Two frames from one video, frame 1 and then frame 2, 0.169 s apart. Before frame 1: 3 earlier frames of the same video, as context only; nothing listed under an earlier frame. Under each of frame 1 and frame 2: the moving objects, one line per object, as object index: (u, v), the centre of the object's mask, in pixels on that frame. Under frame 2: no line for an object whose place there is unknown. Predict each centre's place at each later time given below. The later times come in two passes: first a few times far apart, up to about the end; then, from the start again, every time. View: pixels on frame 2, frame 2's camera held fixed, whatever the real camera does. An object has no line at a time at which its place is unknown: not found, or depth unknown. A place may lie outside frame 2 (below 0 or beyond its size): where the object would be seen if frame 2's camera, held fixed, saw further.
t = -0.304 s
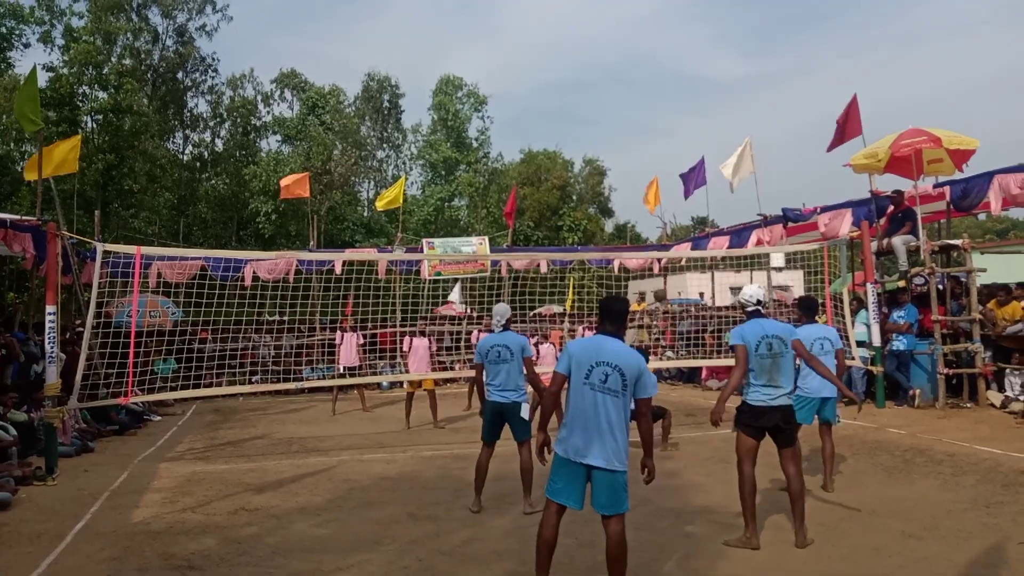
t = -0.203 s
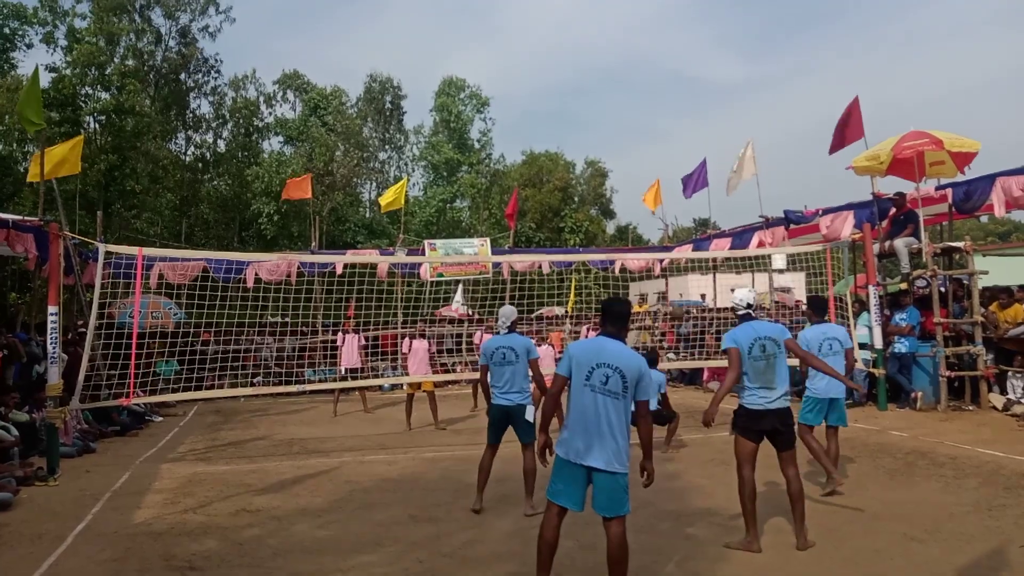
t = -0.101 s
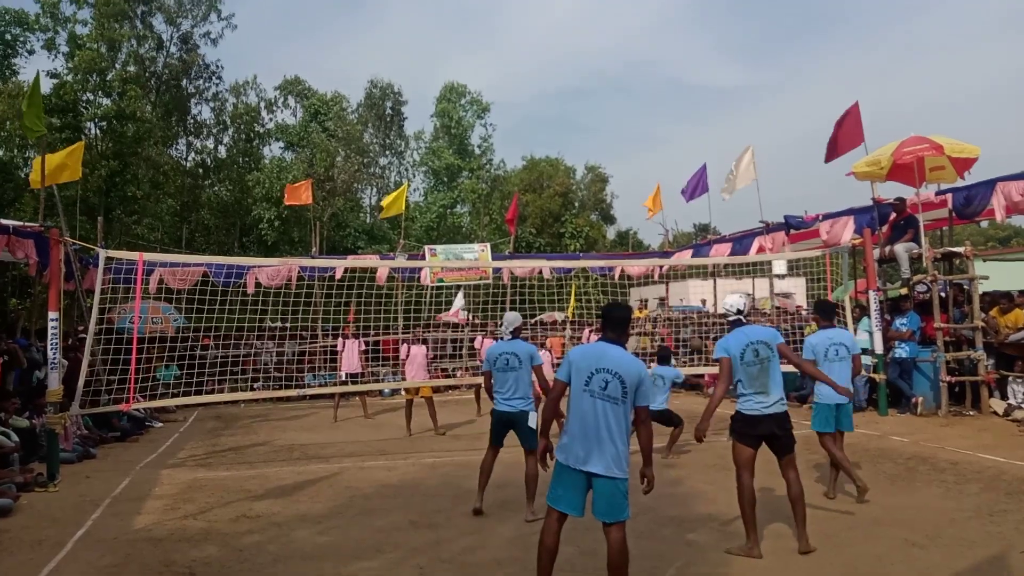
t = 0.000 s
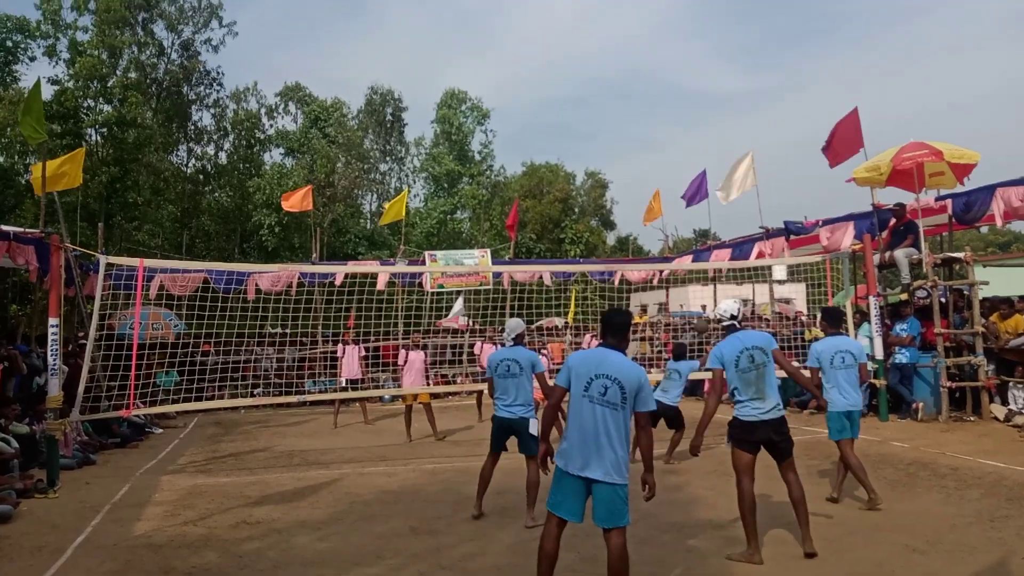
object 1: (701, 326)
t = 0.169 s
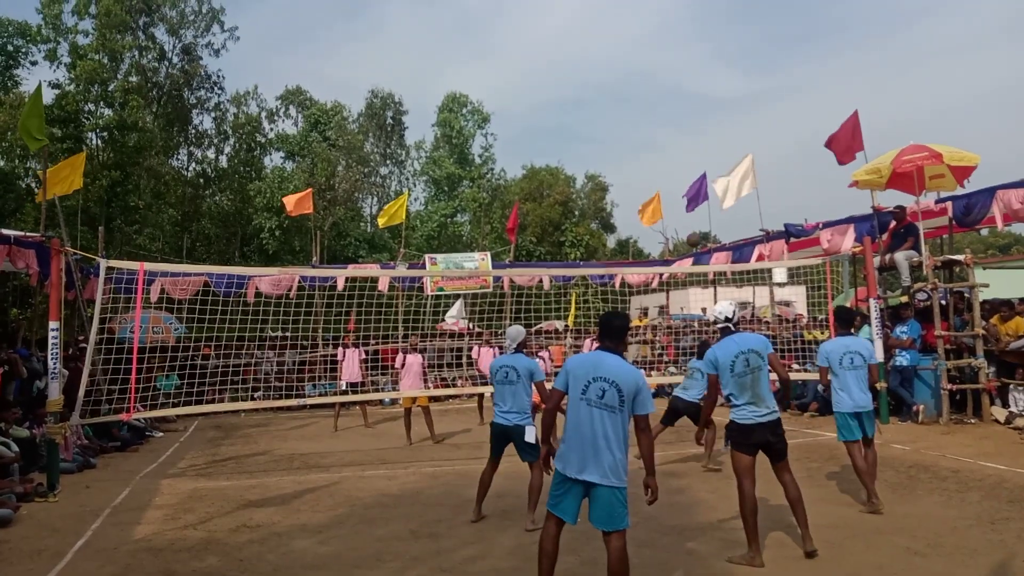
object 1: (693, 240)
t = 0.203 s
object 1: (692, 224)
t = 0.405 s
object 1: (682, 146)
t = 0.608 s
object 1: (674, 99)
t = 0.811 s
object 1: (665, 85)
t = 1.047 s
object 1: (657, 121)
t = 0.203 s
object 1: (692, 224)
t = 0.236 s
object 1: (690, 209)
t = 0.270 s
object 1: (688, 195)
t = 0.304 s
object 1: (687, 182)
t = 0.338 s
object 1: (686, 169)
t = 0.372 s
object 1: (684, 157)
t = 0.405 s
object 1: (682, 146)
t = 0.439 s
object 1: (681, 136)
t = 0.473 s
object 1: (680, 127)
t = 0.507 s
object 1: (678, 119)
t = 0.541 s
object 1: (677, 111)
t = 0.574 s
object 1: (675, 104)
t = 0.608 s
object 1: (674, 99)
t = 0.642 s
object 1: (672, 94)
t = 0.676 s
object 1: (671, 91)
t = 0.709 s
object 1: (670, 88)
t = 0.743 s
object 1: (669, 86)
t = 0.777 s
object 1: (667, 85)
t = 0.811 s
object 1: (665, 85)
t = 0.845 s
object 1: (664, 87)
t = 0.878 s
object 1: (663, 90)
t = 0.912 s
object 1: (662, 94)
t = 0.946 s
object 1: (661, 98)
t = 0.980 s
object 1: (659, 104)
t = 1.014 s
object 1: (658, 112)
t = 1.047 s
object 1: (657, 121)
